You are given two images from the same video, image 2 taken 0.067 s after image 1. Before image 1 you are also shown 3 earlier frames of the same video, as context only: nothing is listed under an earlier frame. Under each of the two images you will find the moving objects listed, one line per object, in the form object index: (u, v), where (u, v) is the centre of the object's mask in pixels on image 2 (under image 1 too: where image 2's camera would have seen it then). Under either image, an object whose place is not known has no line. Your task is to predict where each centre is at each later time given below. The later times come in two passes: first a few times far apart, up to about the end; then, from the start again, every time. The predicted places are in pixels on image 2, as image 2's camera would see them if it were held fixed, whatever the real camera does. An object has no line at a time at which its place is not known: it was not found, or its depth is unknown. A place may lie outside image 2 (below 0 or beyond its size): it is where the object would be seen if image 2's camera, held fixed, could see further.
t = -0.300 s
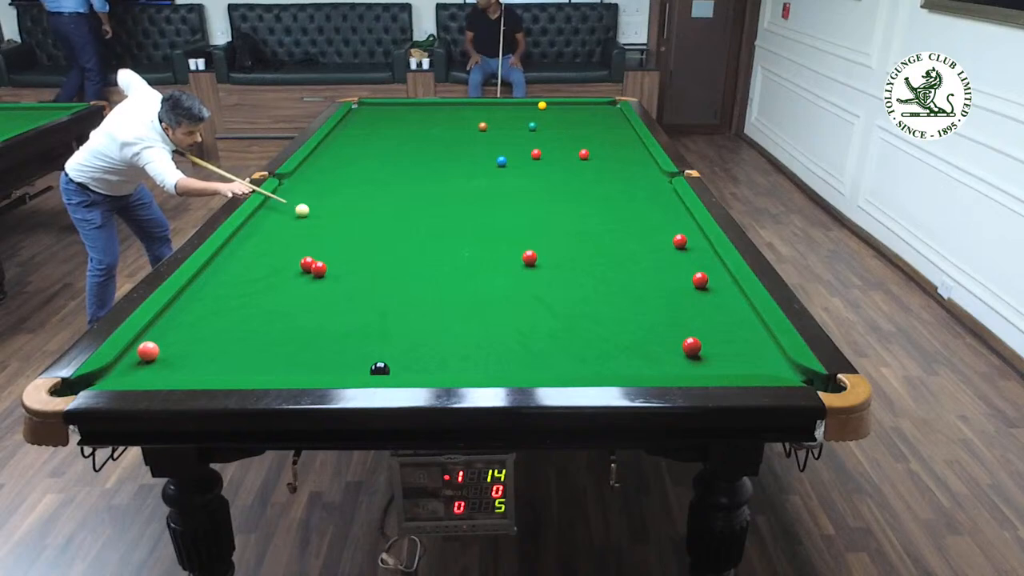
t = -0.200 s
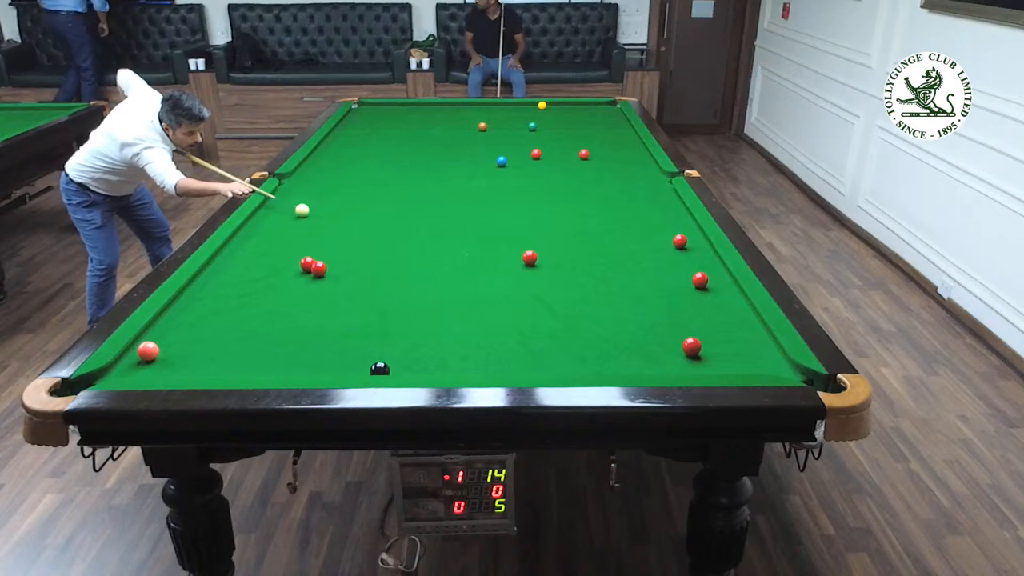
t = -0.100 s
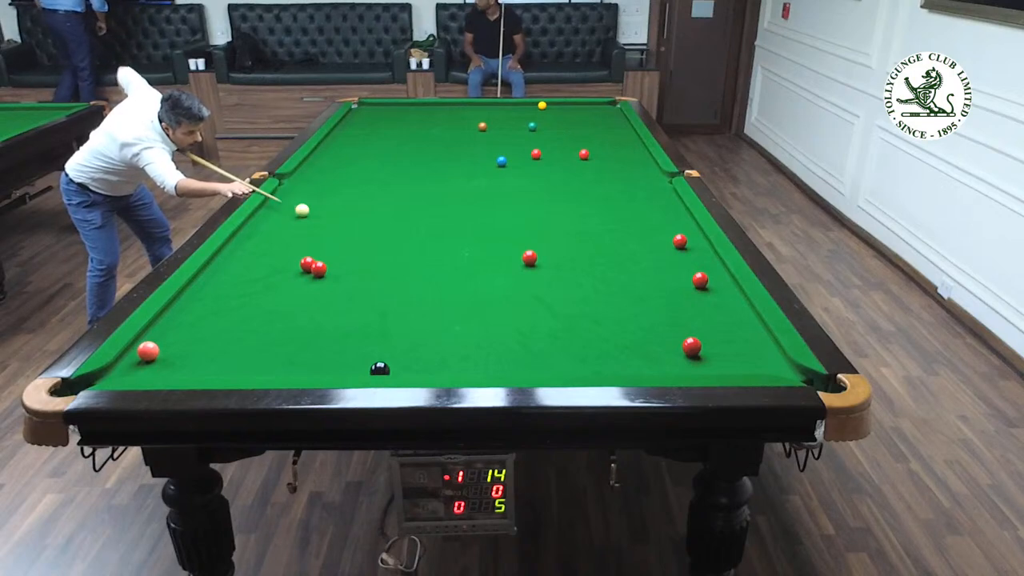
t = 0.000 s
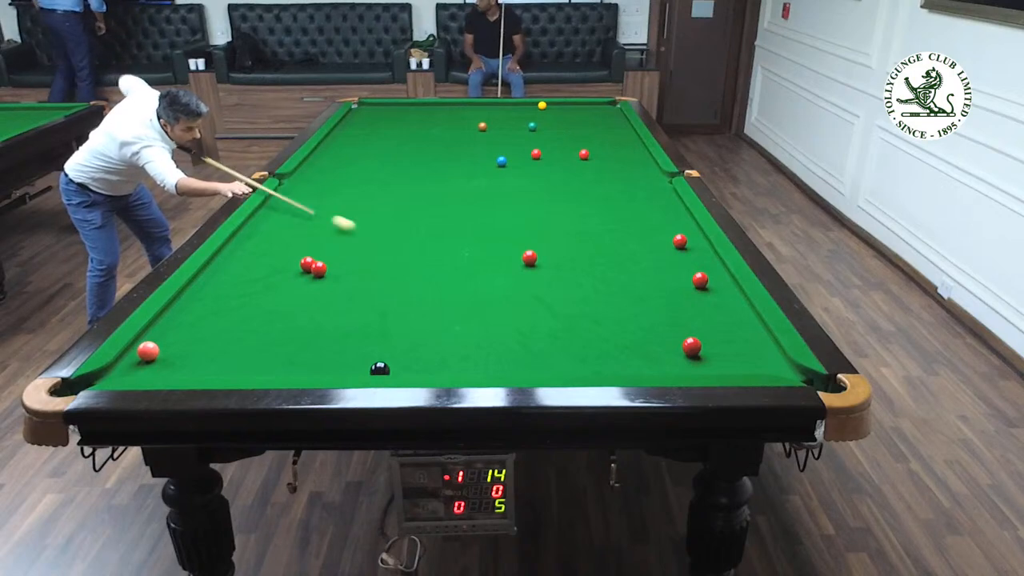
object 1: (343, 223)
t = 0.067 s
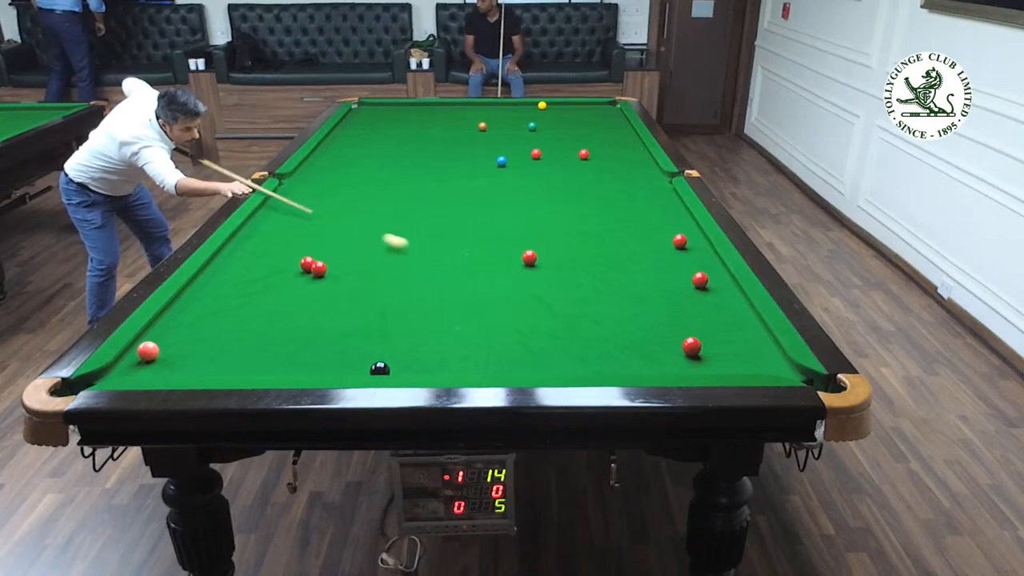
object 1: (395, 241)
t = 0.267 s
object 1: (584, 307)
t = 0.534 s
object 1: (667, 352)
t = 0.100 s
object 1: (423, 251)
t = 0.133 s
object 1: (451, 261)
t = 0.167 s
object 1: (482, 271)
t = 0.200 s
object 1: (514, 283)
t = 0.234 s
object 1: (548, 295)
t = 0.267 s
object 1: (584, 307)
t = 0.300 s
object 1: (621, 320)
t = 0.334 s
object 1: (661, 335)
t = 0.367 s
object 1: (673, 343)
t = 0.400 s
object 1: (672, 345)
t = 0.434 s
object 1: (671, 347)
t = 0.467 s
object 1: (670, 349)
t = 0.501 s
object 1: (669, 351)
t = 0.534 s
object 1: (667, 352)
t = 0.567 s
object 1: (666, 354)
